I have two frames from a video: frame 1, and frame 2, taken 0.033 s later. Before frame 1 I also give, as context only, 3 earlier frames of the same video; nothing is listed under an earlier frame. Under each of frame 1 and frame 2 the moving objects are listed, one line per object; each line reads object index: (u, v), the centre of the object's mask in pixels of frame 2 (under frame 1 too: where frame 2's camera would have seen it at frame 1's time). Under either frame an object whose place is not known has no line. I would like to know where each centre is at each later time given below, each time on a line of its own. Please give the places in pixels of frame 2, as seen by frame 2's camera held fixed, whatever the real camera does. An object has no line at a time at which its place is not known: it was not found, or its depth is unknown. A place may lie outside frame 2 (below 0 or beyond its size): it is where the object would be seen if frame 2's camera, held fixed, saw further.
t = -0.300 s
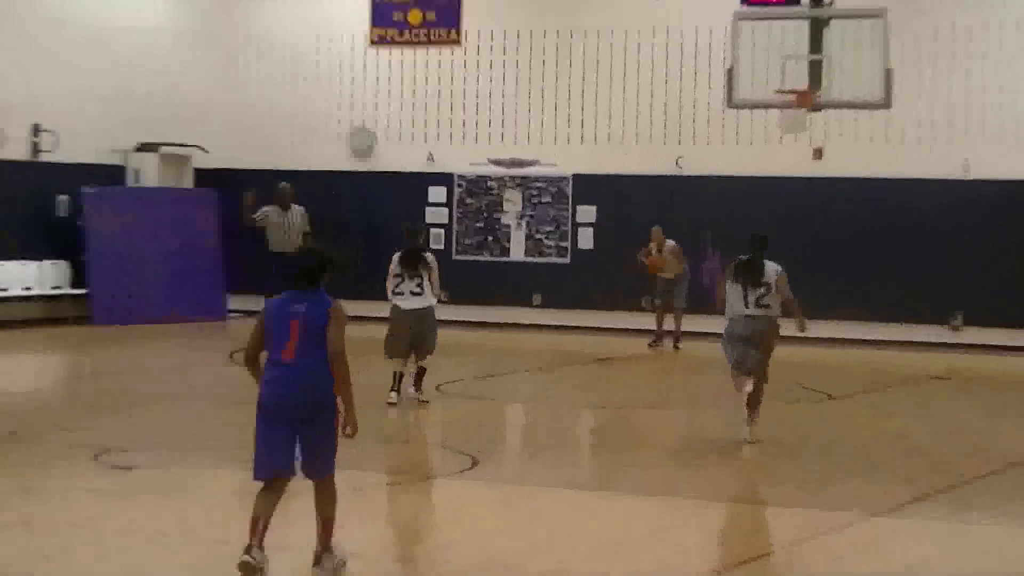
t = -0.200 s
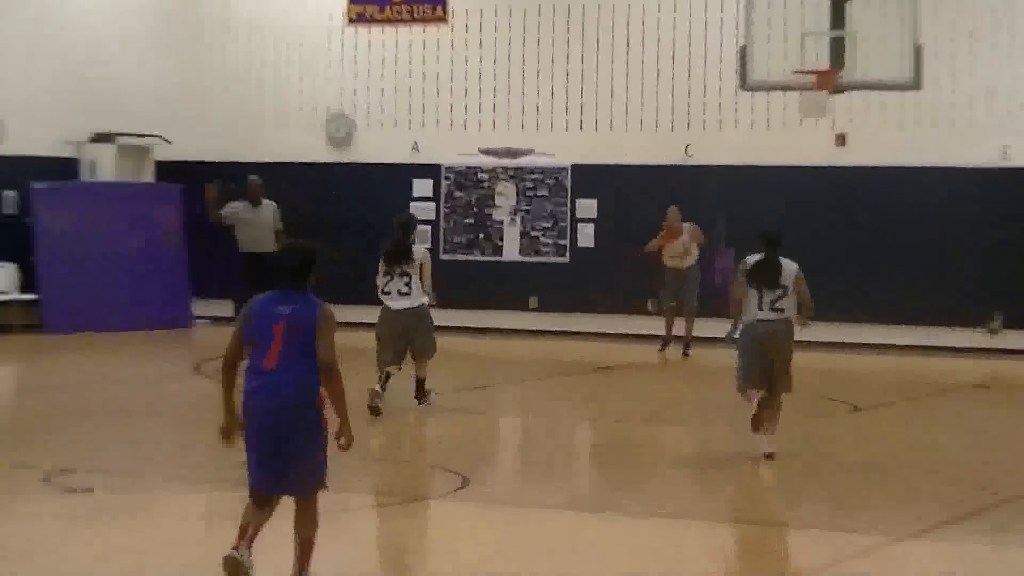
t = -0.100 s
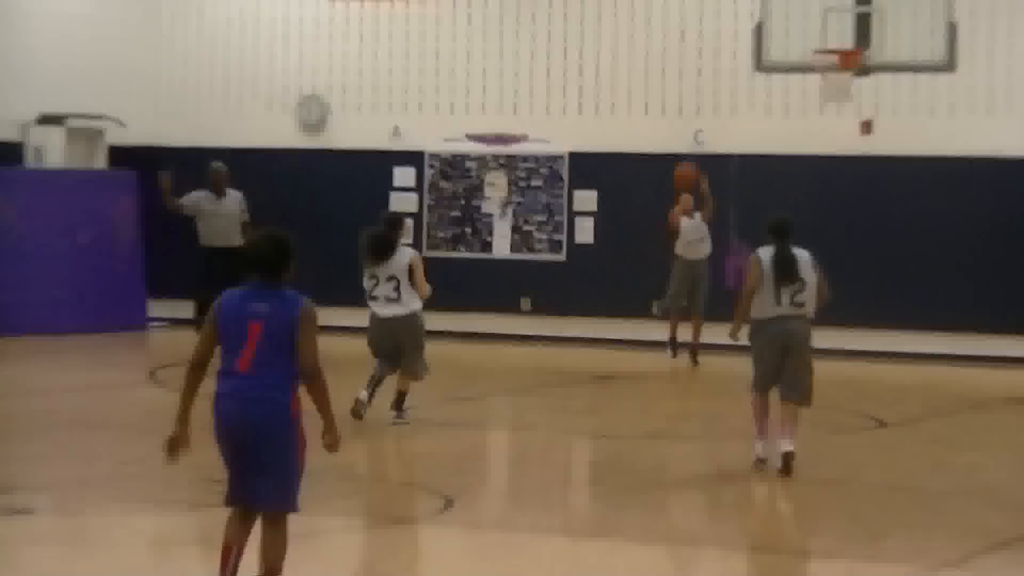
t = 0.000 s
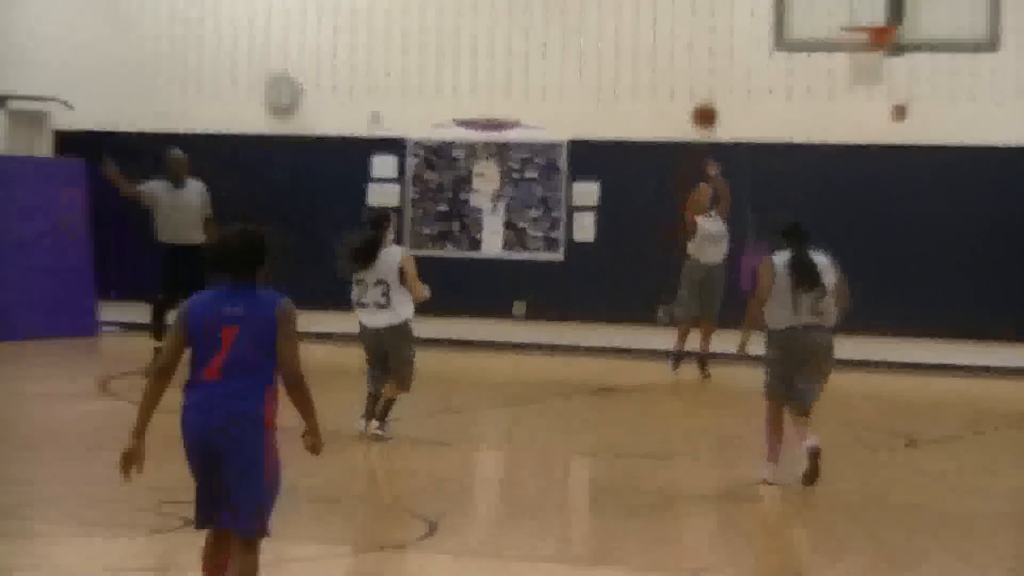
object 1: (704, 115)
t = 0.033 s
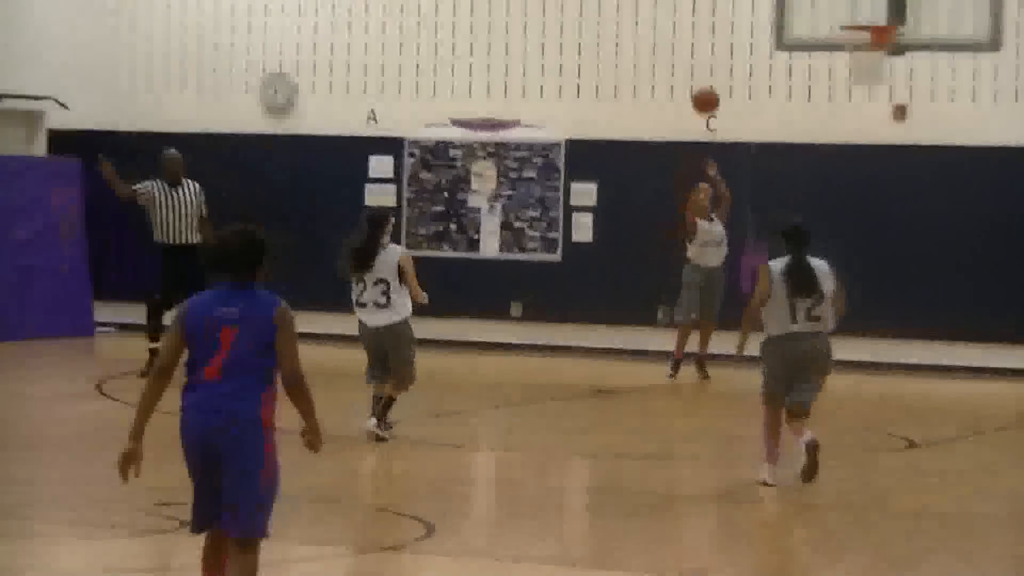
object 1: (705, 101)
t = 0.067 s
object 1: (707, 88)
